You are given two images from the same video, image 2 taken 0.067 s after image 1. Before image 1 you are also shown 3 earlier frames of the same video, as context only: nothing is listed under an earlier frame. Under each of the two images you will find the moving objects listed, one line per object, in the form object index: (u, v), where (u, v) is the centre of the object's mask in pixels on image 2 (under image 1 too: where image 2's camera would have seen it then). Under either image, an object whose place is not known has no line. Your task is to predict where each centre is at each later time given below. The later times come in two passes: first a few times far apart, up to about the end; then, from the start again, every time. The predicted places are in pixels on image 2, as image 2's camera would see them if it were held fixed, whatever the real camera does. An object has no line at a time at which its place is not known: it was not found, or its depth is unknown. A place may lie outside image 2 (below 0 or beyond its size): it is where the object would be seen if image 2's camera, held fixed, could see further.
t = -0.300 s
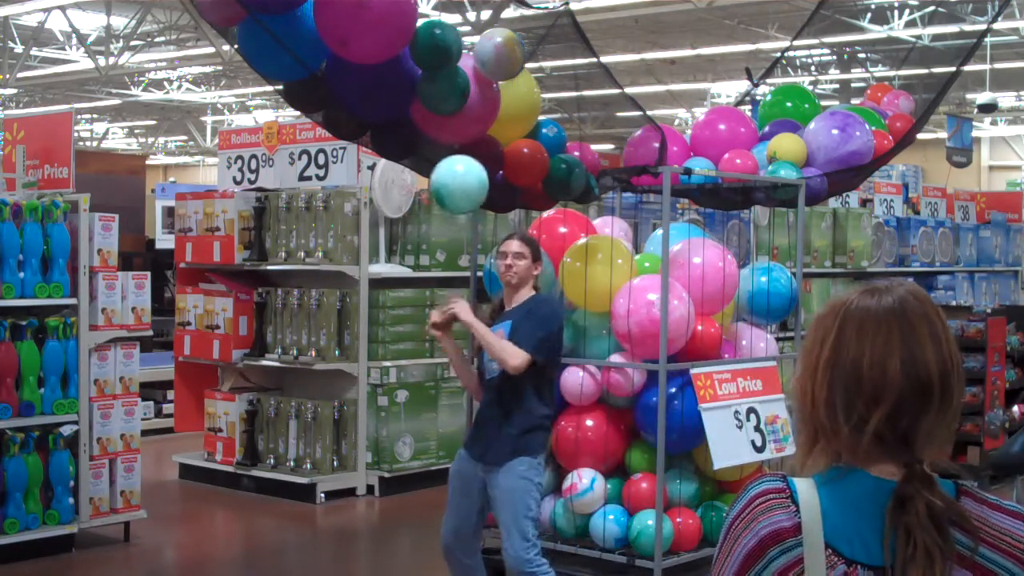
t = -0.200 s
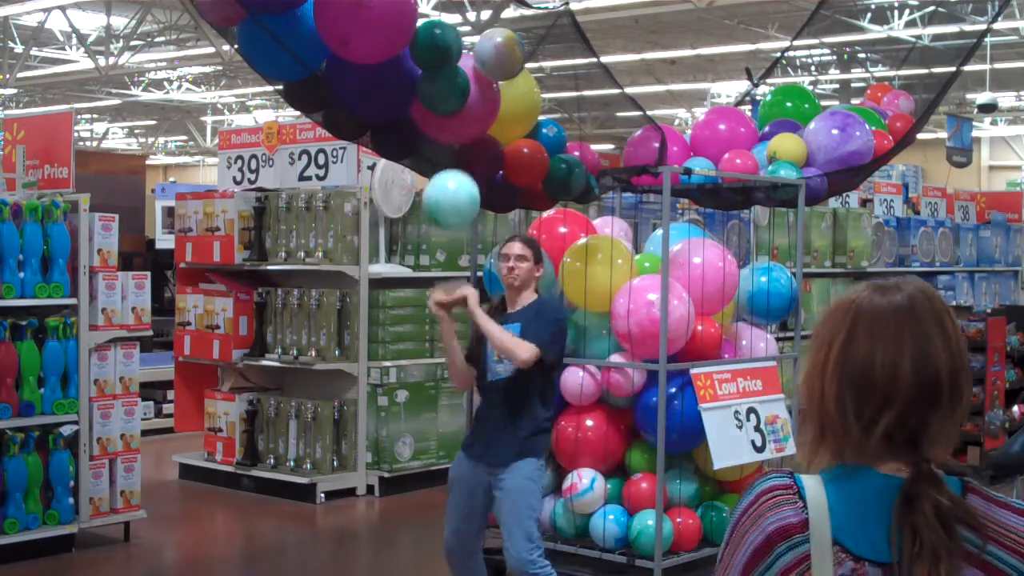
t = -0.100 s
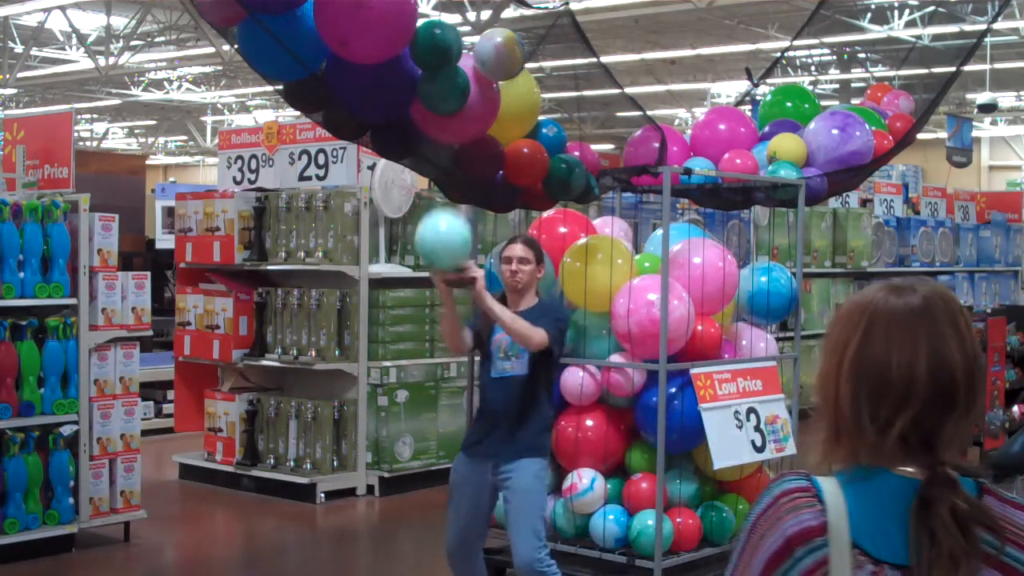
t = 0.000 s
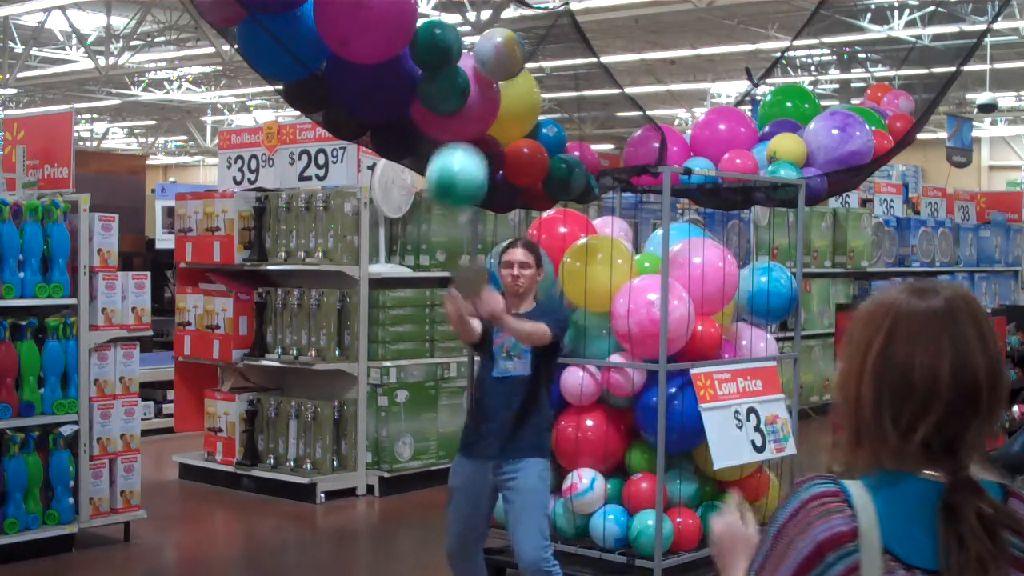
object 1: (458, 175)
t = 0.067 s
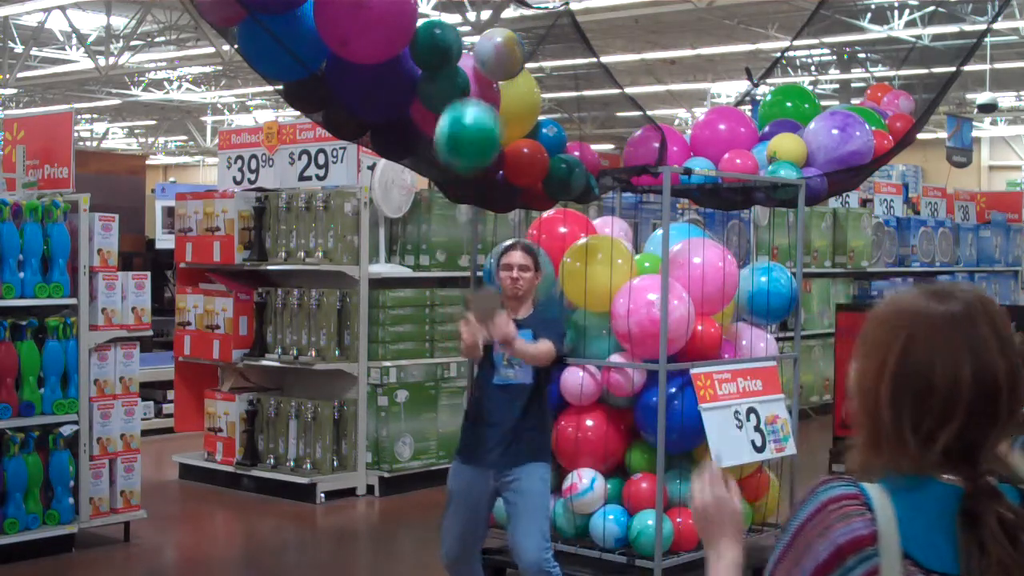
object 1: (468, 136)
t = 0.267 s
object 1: (519, 72)
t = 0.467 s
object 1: (597, 158)
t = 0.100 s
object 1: (474, 119)
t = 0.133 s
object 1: (482, 102)
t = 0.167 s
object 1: (490, 89)
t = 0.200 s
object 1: (499, 80)
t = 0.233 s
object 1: (509, 74)
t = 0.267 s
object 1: (519, 72)
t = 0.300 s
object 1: (530, 73)
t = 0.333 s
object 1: (542, 80)
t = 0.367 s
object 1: (556, 91)
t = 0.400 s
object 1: (568, 106)
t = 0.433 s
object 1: (582, 131)
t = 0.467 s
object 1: (597, 158)
